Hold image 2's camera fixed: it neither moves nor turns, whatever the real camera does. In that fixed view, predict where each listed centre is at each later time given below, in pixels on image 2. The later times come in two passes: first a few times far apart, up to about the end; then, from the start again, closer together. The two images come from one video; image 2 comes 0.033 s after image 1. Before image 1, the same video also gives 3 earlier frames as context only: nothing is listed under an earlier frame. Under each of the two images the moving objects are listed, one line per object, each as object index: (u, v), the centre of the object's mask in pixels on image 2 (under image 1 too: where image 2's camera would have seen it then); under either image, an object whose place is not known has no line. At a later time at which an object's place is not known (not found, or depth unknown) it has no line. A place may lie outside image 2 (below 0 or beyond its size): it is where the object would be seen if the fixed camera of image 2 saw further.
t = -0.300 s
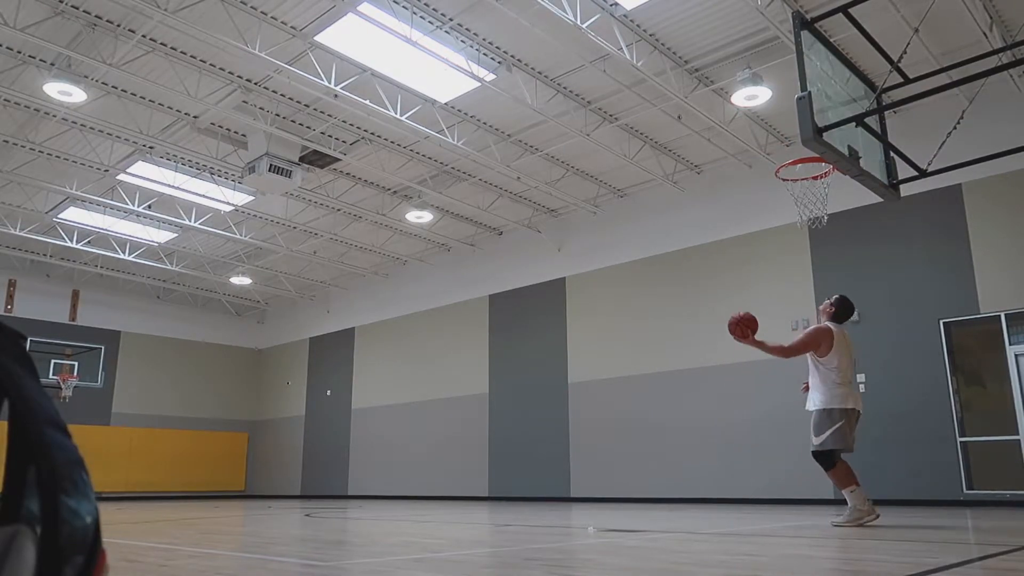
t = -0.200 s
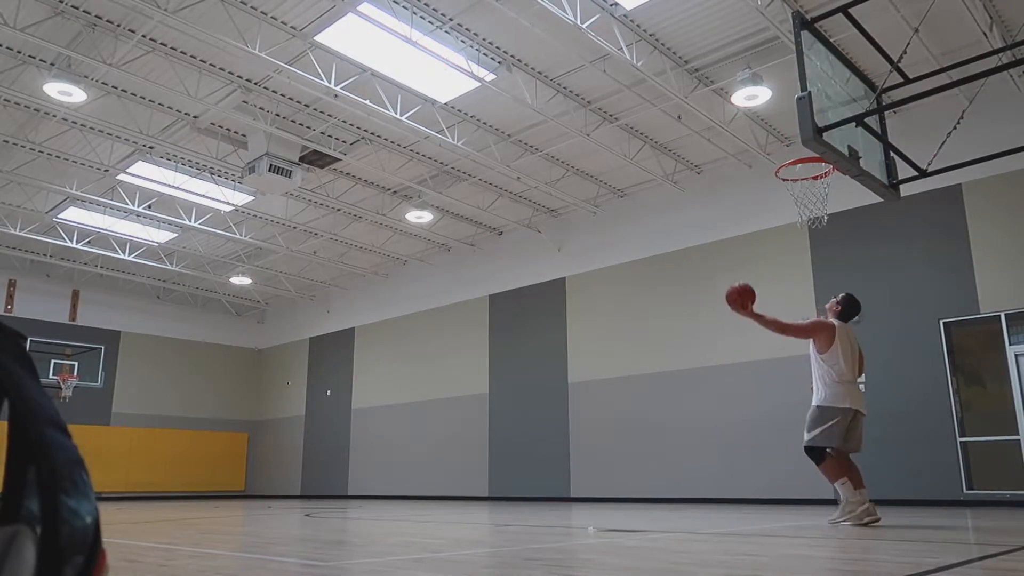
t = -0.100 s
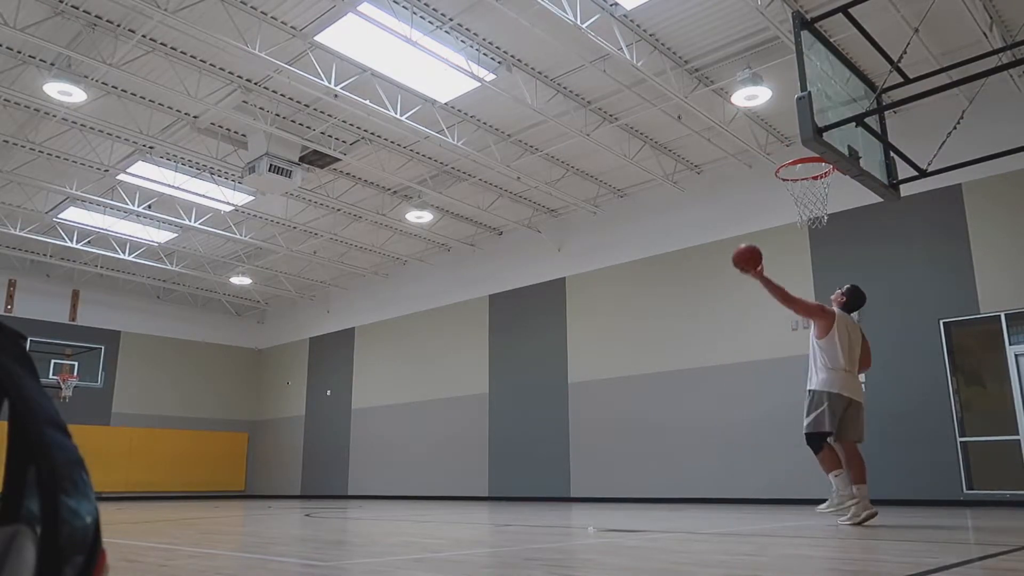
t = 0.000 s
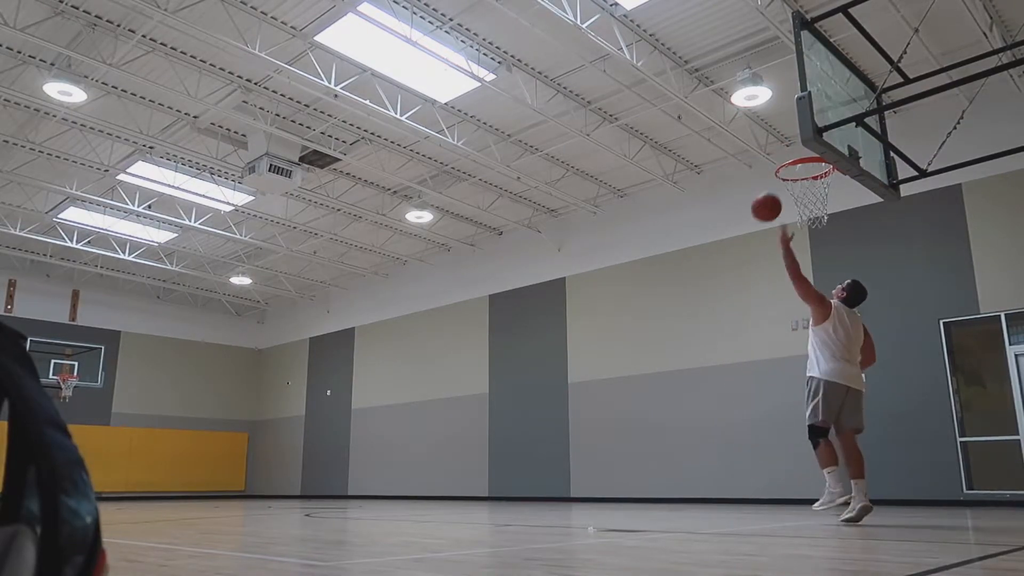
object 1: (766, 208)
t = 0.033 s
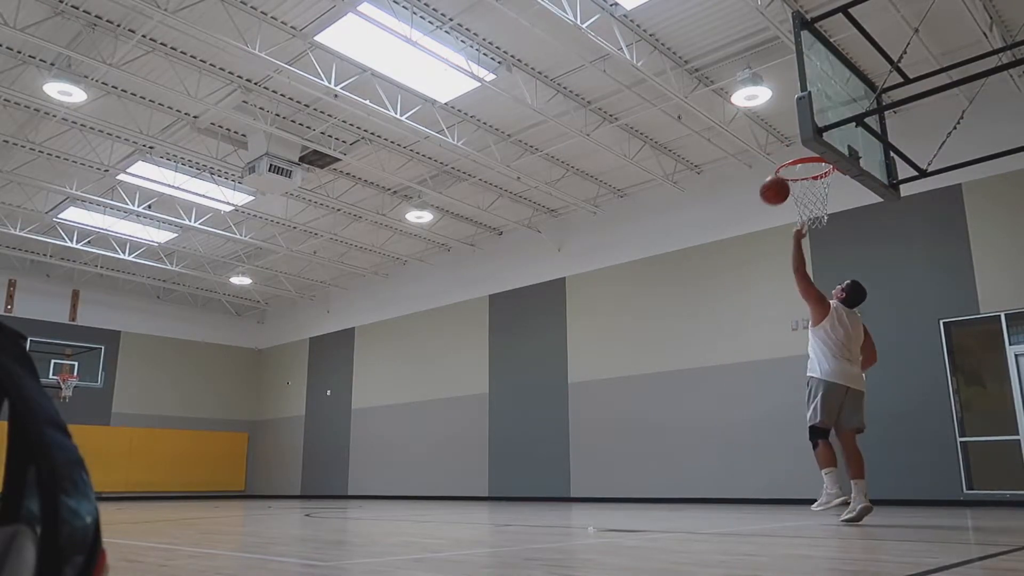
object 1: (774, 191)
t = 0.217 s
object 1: (797, 130)
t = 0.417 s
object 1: (774, 148)
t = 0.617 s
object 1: (745, 208)
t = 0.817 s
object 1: (721, 307)
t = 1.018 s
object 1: (702, 446)
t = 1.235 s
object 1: (684, 433)
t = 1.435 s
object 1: (671, 366)
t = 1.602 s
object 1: (662, 342)
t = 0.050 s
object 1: (779, 183)
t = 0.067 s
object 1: (783, 175)
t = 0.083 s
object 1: (787, 168)
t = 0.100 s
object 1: (791, 160)
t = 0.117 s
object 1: (795, 155)
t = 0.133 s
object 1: (797, 150)
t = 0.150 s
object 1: (798, 145)
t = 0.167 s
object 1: (798, 139)
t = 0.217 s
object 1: (797, 130)
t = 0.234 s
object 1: (795, 130)
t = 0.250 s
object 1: (794, 130)
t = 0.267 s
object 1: (792, 131)
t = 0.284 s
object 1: (791, 131)
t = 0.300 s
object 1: (790, 133)
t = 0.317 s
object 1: (789, 134)
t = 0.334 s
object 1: (787, 135)
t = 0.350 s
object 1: (785, 137)
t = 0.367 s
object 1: (782, 139)
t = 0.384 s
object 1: (780, 142)
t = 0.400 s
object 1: (777, 145)
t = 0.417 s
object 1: (774, 148)
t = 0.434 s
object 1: (772, 152)
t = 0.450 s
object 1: (769, 155)
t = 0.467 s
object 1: (766, 160)
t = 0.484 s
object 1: (764, 164)
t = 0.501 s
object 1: (761, 168)
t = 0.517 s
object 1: (759, 173)
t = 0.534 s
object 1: (757, 178)
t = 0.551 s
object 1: (754, 184)
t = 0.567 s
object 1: (752, 190)
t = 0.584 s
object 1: (750, 195)
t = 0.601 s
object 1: (748, 202)
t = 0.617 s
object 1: (745, 208)
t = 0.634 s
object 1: (743, 215)
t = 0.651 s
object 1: (741, 223)
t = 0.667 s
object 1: (739, 230)
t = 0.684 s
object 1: (737, 237)
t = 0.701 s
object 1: (735, 245)
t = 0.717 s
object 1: (733, 253)
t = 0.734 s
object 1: (731, 262)
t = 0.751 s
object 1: (729, 270)
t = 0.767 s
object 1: (727, 279)
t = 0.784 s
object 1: (725, 288)
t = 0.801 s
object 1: (723, 298)
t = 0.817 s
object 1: (721, 307)
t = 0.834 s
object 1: (720, 317)
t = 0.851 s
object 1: (718, 328)
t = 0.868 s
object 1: (716, 338)
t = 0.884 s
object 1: (714, 348)
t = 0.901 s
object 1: (713, 360)
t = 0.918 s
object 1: (711, 371)
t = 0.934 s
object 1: (710, 383)
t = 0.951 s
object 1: (708, 395)
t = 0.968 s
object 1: (707, 407)
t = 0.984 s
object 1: (705, 419)
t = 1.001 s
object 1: (704, 433)
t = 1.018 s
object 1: (702, 446)
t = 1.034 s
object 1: (701, 459)
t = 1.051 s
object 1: (699, 473)
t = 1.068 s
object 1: (698, 487)
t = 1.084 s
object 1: (696, 501)
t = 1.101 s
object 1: (695, 504)
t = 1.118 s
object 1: (694, 494)
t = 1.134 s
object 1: (692, 484)
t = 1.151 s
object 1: (691, 475)
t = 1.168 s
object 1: (690, 466)
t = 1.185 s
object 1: (688, 456)
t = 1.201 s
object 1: (687, 448)
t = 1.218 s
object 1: (685, 441)
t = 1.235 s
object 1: (684, 433)
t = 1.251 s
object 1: (683, 426)
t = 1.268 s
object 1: (682, 419)
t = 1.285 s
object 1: (680, 412)
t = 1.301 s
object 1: (679, 406)
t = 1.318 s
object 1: (678, 399)
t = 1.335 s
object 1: (677, 394)
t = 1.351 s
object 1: (676, 388)
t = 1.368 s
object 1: (675, 383)
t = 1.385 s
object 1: (674, 379)
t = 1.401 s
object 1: (673, 374)
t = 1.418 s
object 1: (671, 370)
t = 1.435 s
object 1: (671, 366)
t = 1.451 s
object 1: (670, 362)
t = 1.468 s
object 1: (669, 359)
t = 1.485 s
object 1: (668, 356)
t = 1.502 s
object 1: (667, 353)
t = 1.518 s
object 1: (666, 350)
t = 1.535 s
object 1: (665, 348)
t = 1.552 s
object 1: (664, 346)
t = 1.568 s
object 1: (663, 345)
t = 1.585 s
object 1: (663, 343)
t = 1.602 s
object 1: (662, 342)
